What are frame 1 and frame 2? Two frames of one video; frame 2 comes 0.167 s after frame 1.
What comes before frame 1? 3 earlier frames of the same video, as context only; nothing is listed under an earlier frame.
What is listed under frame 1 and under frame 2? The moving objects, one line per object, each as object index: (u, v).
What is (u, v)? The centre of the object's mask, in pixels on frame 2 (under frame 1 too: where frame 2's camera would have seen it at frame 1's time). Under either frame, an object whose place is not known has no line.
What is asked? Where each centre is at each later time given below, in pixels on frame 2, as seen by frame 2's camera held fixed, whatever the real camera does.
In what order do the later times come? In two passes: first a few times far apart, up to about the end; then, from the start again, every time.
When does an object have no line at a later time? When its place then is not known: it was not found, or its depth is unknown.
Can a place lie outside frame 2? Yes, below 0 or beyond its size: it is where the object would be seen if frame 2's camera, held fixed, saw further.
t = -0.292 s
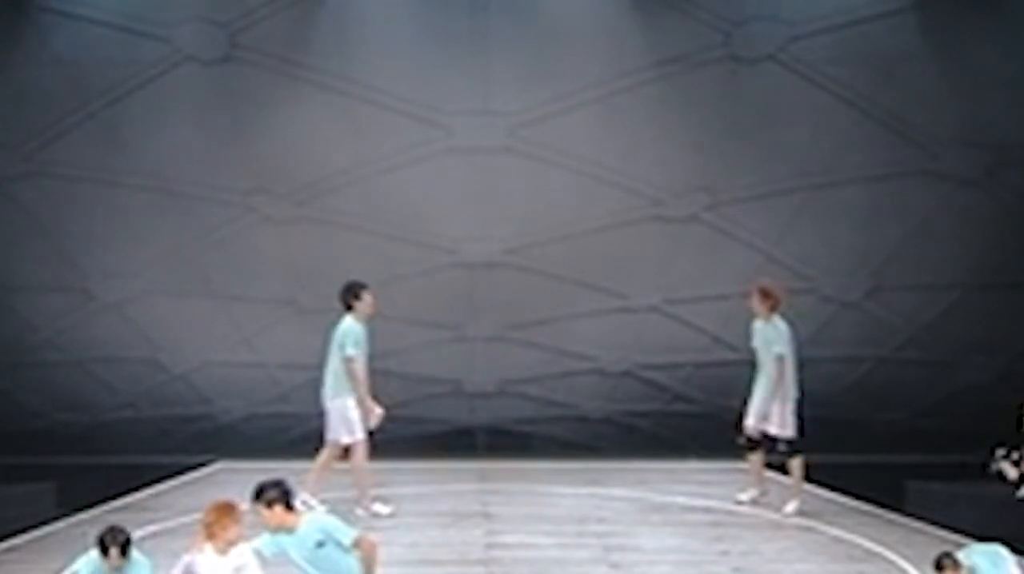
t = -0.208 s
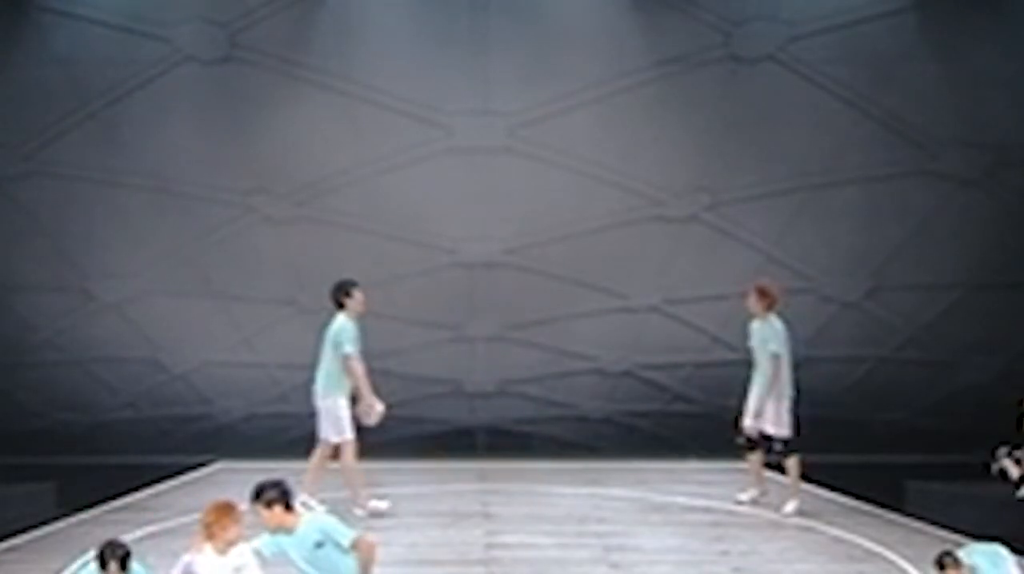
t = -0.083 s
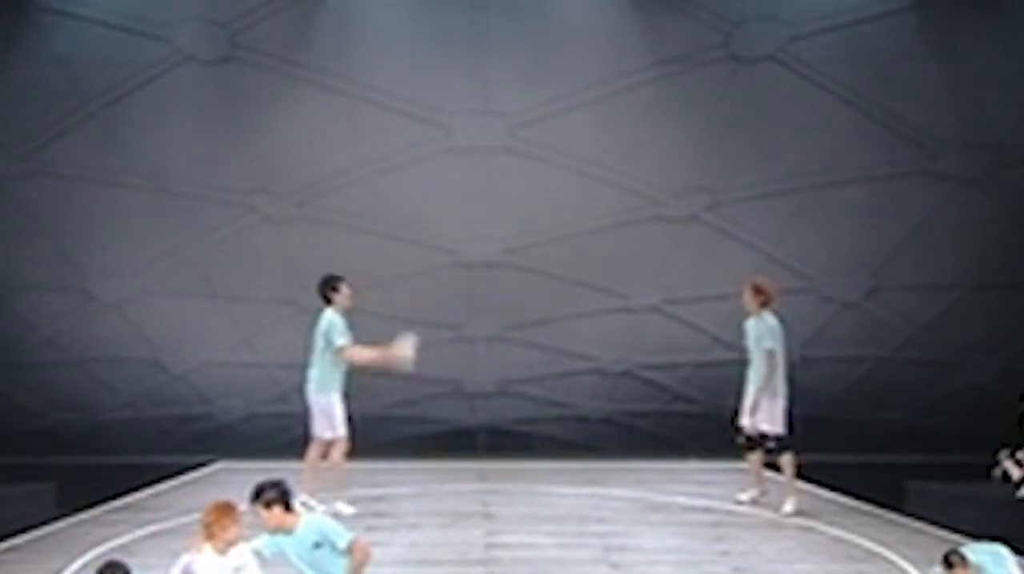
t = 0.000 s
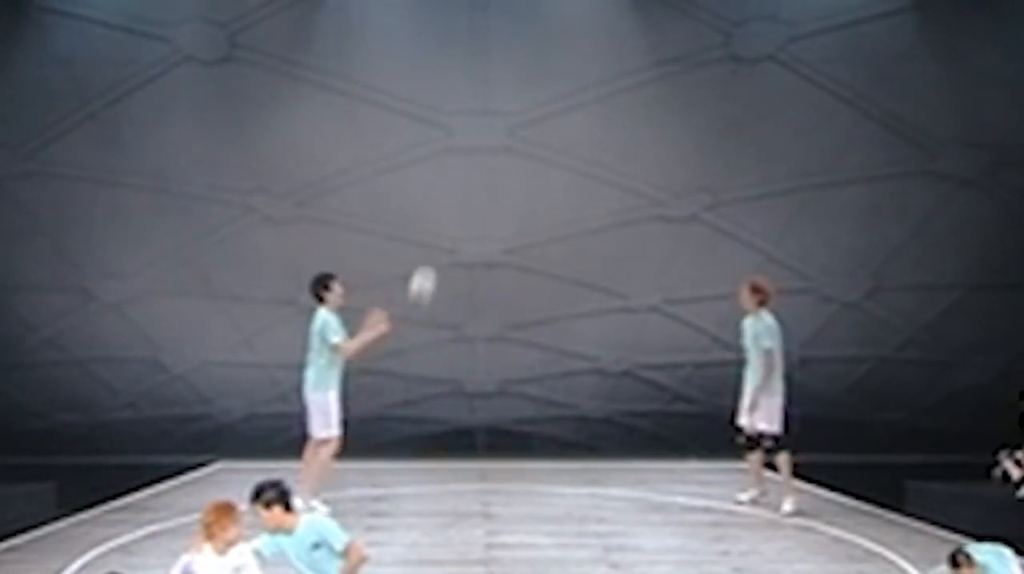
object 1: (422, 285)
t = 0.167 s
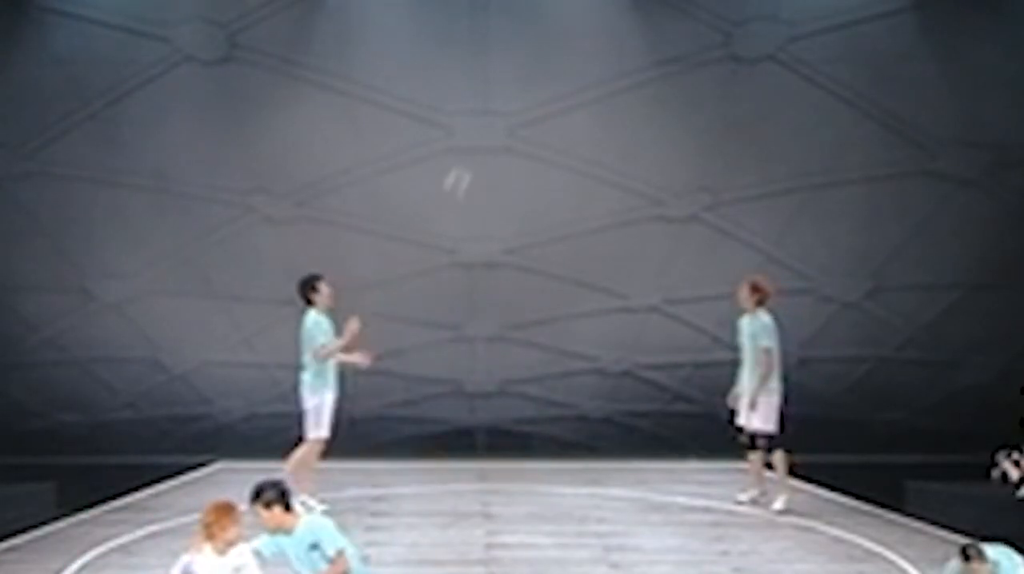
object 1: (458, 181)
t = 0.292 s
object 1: (483, 128)
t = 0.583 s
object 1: (543, 79)
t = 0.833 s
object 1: (591, 115)
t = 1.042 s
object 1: (630, 203)
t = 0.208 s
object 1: (466, 161)
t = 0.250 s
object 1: (475, 144)
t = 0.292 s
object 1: (483, 128)
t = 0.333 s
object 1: (492, 116)
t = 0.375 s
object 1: (501, 105)
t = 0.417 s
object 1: (510, 97)
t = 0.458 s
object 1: (518, 88)
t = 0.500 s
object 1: (525, 84)
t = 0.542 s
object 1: (534, 80)
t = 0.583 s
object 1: (543, 79)
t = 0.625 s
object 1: (550, 79)
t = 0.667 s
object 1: (558, 81)
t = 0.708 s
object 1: (566, 86)
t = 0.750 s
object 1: (575, 94)
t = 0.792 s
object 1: (583, 103)
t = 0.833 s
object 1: (591, 115)
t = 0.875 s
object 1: (599, 129)
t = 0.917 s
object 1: (607, 144)
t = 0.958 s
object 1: (614, 162)
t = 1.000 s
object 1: (622, 182)
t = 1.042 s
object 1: (630, 203)
